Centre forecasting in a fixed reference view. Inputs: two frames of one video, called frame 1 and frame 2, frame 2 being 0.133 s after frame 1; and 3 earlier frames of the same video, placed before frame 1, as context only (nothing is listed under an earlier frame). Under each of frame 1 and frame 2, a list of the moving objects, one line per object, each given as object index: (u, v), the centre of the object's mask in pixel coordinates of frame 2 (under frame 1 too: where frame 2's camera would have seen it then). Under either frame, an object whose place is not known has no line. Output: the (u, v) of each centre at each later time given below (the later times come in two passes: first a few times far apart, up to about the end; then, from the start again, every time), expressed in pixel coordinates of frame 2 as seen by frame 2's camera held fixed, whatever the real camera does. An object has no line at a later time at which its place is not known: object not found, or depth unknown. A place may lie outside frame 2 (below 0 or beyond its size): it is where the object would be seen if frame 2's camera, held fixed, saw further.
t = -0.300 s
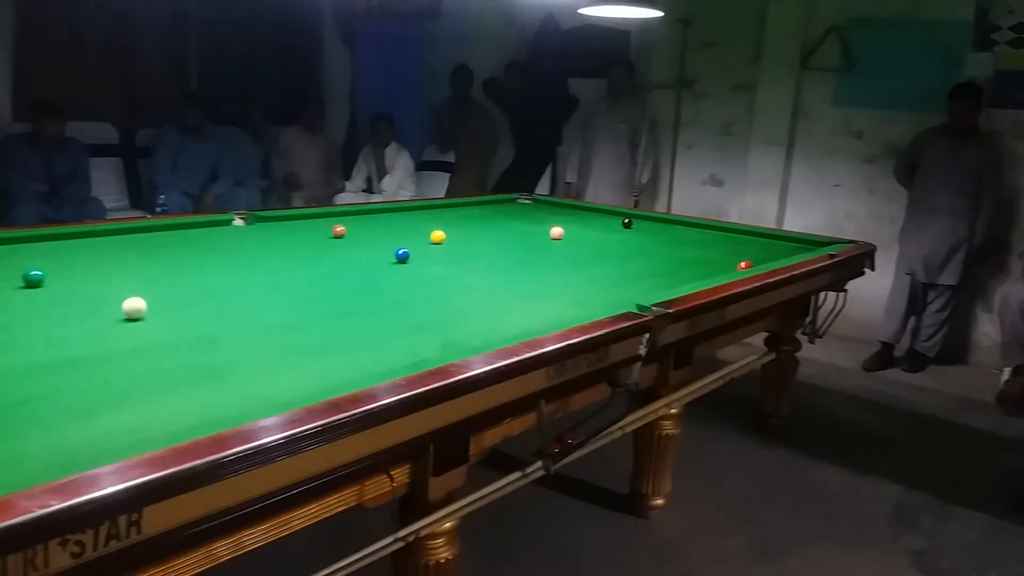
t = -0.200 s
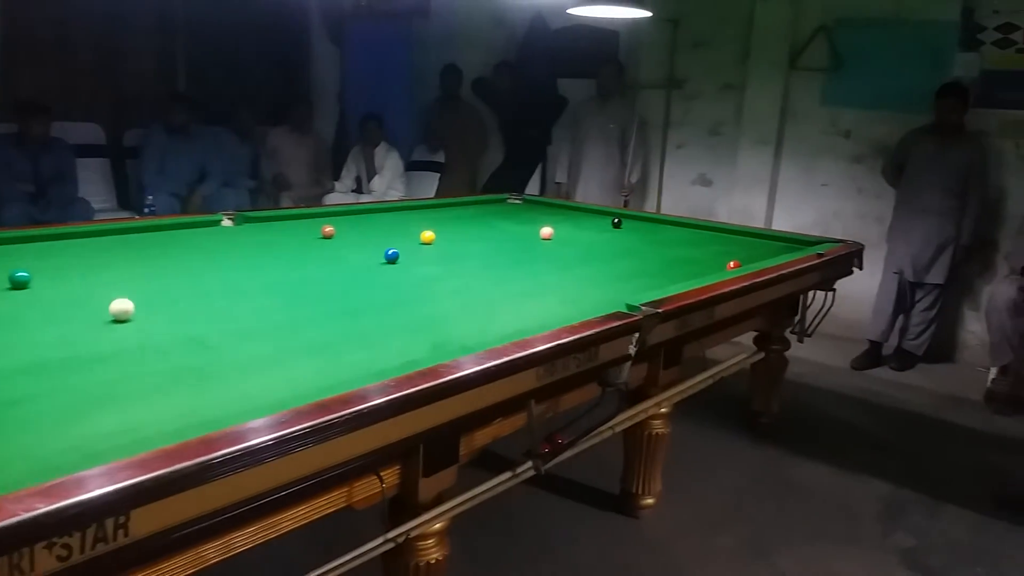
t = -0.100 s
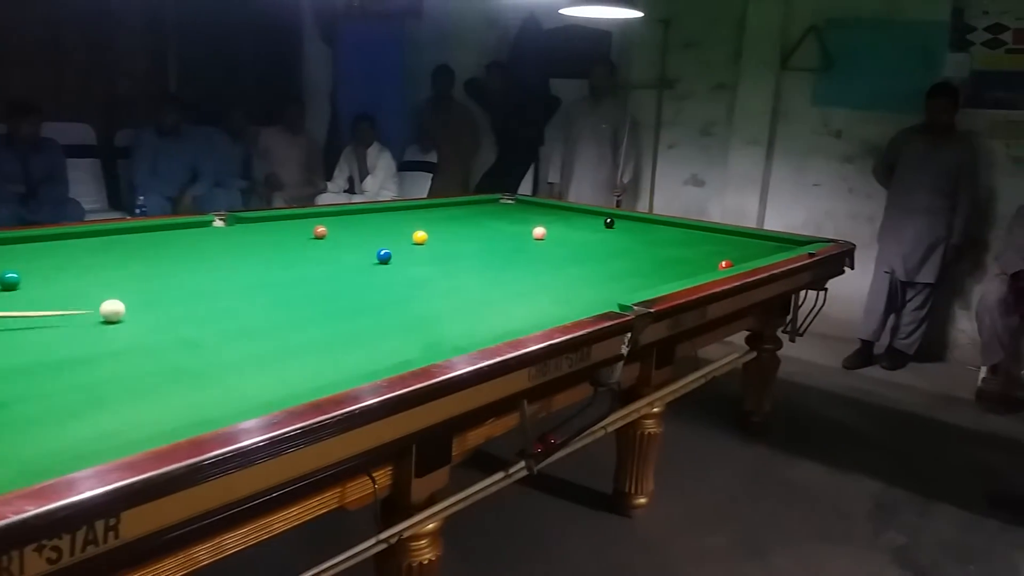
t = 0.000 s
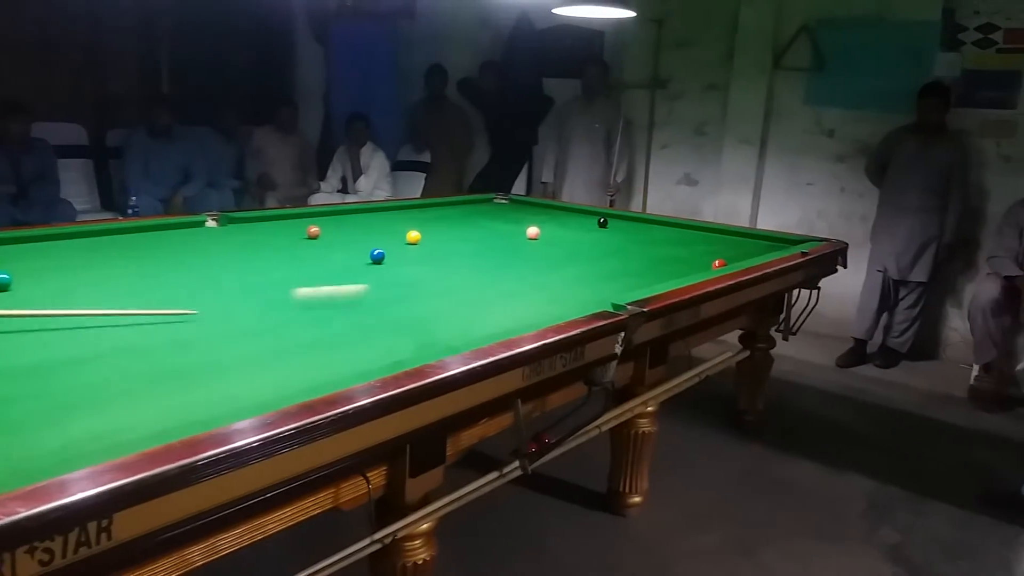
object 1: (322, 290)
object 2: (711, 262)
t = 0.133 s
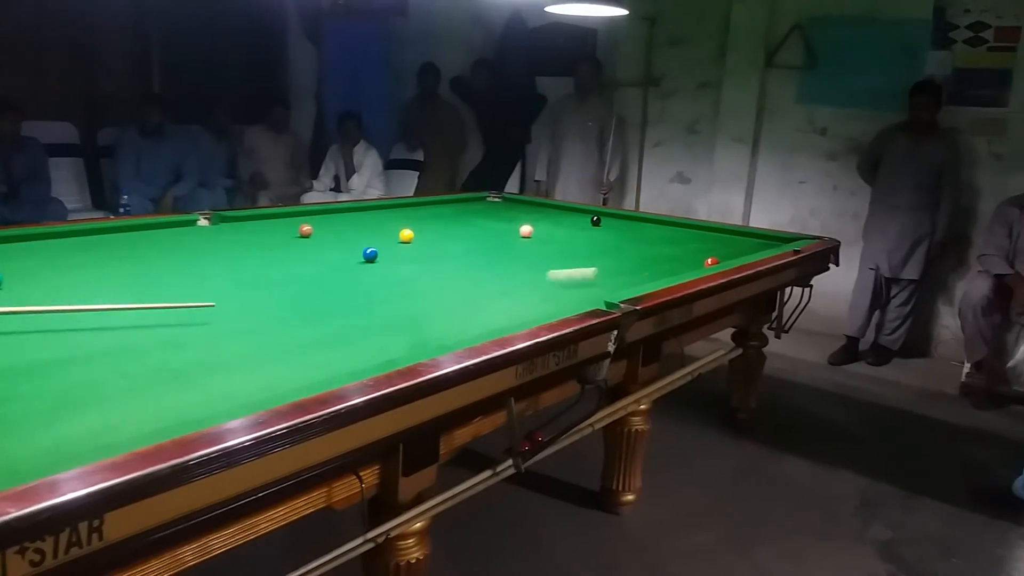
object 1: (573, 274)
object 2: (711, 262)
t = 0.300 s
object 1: (678, 263)
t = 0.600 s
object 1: (568, 250)
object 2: (753, 248)
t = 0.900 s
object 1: (475, 238)
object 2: (656, 266)
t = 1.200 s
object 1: (391, 228)
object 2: (528, 287)
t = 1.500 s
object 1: (314, 218)
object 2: (348, 318)
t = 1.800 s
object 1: (290, 218)
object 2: (66, 367)
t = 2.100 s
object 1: (308, 224)
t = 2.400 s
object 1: (334, 232)
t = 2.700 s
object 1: (362, 237)
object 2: (81, 319)
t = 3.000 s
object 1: (390, 242)
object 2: (192, 289)
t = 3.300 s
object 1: (417, 247)
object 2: (272, 268)
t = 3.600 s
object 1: (442, 251)
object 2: (333, 253)
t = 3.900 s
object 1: (467, 254)
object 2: (380, 240)
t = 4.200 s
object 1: (490, 258)
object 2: (390, 232)
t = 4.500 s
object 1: (511, 262)
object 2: (387, 225)
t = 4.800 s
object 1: (530, 265)
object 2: (385, 219)
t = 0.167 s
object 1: (622, 271)
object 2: (711, 262)
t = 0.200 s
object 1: (664, 268)
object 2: (711, 262)
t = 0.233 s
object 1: (699, 265)
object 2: (715, 260)
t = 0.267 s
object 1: (693, 264)
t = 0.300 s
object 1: (678, 263)
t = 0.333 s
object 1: (663, 261)
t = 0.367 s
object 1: (650, 260)
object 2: (767, 244)
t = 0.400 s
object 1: (637, 259)
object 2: (778, 241)
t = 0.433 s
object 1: (625, 257)
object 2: (787, 238)
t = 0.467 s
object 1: (613, 256)
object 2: (785, 239)
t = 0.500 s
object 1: (602, 255)
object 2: (782, 242)
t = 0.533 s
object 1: (590, 253)
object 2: (774, 244)
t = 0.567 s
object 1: (579, 252)
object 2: (763, 246)
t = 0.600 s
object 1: (568, 250)
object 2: (753, 248)
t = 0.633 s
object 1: (557, 249)
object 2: (744, 250)
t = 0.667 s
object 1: (546, 248)
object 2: (734, 252)
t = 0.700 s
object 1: (536, 246)
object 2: (724, 254)
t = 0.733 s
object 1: (525, 245)
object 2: (713, 256)
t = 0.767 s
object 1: (515, 244)
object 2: (703, 258)
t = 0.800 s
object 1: (504, 242)
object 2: (692, 260)
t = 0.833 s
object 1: (495, 241)
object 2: (680, 262)
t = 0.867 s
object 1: (485, 240)
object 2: (669, 263)
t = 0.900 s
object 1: (475, 238)
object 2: (656, 266)
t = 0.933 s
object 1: (465, 237)
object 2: (644, 268)
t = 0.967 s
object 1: (455, 236)
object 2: (631, 270)
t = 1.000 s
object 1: (446, 235)
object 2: (618, 272)
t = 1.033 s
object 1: (437, 234)
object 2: (604, 274)
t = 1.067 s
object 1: (427, 232)
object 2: (590, 277)
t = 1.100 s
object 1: (419, 231)
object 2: (575, 279)
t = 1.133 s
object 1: (410, 228)
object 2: (560, 282)
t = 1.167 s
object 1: (399, 228)
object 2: (544, 284)
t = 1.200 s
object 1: (391, 228)
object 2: (528, 287)
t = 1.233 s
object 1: (382, 227)
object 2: (511, 290)
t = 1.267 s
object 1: (373, 225)
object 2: (494, 293)
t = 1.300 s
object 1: (364, 224)
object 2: (476, 296)
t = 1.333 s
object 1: (356, 223)
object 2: (457, 299)
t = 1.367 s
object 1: (348, 222)
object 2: (436, 303)
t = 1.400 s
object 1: (339, 221)
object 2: (415, 306)
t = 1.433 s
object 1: (331, 220)
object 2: (394, 310)
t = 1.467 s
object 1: (323, 219)
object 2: (372, 313)
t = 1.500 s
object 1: (314, 218)
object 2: (348, 318)
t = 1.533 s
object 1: (307, 217)
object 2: (322, 322)
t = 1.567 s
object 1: (298, 216)
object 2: (296, 327)
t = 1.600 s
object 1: (291, 215)
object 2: (268, 331)
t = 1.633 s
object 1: (283, 214)
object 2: (238, 337)
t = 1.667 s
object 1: (282, 214)
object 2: (208, 342)
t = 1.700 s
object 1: (284, 215)
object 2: (175, 348)
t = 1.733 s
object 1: (286, 216)
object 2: (141, 354)
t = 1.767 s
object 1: (288, 217)
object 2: (105, 360)
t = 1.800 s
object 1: (290, 218)
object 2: (66, 367)
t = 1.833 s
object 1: (292, 219)
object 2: (26, 374)
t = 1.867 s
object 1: (294, 220)
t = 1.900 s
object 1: (295, 220)
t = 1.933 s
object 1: (297, 221)
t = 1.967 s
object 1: (299, 222)
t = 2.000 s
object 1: (300, 222)
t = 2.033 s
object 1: (302, 223)
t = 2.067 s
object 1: (304, 223)
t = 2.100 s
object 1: (308, 224)
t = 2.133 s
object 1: (311, 225)
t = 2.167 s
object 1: (313, 227)
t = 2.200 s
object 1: (316, 228)
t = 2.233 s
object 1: (317, 229)
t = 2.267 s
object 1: (321, 230)
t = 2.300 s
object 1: (324, 230)
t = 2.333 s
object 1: (327, 231)
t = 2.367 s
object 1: (330, 231)
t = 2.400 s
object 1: (334, 232)
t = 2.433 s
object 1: (337, 233)
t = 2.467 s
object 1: (340, 233)
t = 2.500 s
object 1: (343, 234)
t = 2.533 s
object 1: (347, 234)
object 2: (1, 340)
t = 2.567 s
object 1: (350, 235)
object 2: (19, 335)
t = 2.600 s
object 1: (353, 235)
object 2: (36, 331)
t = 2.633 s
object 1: (356, 236)
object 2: (52, 327)
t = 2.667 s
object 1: (359, 237)
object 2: (67, 323)
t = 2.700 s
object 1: (362, 237)
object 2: (81, 319)
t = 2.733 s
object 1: (365, 238)
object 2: (96, 315)
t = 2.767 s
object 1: (369, 238)
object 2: (110, 311)
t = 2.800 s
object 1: (372, 239)
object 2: (123, 308)
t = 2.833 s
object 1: (374, 239)
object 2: (136, 304)
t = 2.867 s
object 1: (378, 240)
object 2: (147, 302)
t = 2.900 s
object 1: (381, 240)
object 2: (159, 298)
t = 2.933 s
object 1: (384, 241)
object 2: (171, 295)
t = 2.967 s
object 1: (387, 242)
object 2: (181, 292)
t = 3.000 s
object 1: (390, 242)
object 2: (192, 289)
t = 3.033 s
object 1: (393, 243)
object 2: (202, 287)
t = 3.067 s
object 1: (396, 243)
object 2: (212, 284)
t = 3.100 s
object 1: (399, 243)
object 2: (221, 282)
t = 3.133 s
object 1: (402, 244)
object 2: (231, 279)
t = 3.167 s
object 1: (405, 245)
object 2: (239, 277)
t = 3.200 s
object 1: (408, 245)
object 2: (248, 275)
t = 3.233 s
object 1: (411, 246)
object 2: (257, 272)
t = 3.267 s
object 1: (414, 246)
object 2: (264, 270)
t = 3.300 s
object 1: (417, 247)
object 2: (272, 268)
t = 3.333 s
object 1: (420, 247)
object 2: (280, 266)
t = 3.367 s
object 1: (422, 247)
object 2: (287, 264)
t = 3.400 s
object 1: (425, 248)
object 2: (294, 262)
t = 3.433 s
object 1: (428, 248)
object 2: (301, 261)
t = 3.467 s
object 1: (431, 248)
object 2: (308, 259)
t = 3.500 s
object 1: (434, 249)
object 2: (314, 258)
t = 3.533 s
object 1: (437, 249)
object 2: (321, 256)
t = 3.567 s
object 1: (439, 250)
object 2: (327, 254)
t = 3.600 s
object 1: (442, 251)
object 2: (333, 253)
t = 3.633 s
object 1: (445, 251)
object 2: (338, 251)
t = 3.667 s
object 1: (448, 251)
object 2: (344, 250)
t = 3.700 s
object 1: (450, 252)
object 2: (350, 248)
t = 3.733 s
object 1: (453, 252)
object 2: (355, 247)
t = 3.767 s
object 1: (456, 253)
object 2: (360, 245)
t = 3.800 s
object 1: (459, 253)
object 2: (366, 243)
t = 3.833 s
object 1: (461, 254)
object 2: (370, 242)
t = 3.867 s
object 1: (464, 254)
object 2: (375, 241)
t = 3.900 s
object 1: (467, 254)
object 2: (380, 240)
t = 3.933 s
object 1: (469, 255)
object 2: (384, 239)
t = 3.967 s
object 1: (472, 255)
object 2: (389, 238)
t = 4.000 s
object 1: (474, 256)
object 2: (393, 237)
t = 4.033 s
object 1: (477, 256)
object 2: (392, 236)
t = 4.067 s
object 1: (479, 257)
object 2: (391, 235)
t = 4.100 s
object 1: (482, 257)
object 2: (391, 234)
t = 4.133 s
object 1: (484, 257)
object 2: (390, 234)
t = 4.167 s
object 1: (487, 258)
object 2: (390, 233)
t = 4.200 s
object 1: (490, 258)
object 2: (390, 232)
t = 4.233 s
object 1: (492, 259)
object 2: (389, 231)
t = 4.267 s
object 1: (494, 259)
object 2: (389, 230)
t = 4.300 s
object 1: (497, 259)
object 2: (389, 229)
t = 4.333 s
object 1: (499, 260)
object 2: (389, 229)
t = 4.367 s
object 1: (502, 260)
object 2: (389, 228)
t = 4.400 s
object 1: (504, 261)
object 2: (388, 227)
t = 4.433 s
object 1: (506, 261)
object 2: (387, 227)
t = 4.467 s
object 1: (509, 261)
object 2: (387, 226)
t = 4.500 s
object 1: (511, 262)
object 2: (387, 225)
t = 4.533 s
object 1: (513, 262)
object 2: (387, 225)
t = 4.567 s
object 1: (515, 262)
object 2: (387, 224)
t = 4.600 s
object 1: (517, 263)
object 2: (386, 223)
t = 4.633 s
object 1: (520, 263)
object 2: (386, 223)
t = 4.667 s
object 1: (522, 263)
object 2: (386, 222)
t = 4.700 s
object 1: (524, 264)
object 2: (386, 221)
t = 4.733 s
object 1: (526, 264)
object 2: (385, 221)
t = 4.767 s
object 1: (528, 264)
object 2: (385, 220)
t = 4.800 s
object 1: (530, 265)
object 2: (385, 219)
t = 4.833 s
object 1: (532, 265)
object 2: (385, 219)
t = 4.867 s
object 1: (535, 265)
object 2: (384, 218)
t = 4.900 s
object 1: (537, 266)
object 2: (384, 218)
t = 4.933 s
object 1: (538, 266)
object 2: (384, 217)
